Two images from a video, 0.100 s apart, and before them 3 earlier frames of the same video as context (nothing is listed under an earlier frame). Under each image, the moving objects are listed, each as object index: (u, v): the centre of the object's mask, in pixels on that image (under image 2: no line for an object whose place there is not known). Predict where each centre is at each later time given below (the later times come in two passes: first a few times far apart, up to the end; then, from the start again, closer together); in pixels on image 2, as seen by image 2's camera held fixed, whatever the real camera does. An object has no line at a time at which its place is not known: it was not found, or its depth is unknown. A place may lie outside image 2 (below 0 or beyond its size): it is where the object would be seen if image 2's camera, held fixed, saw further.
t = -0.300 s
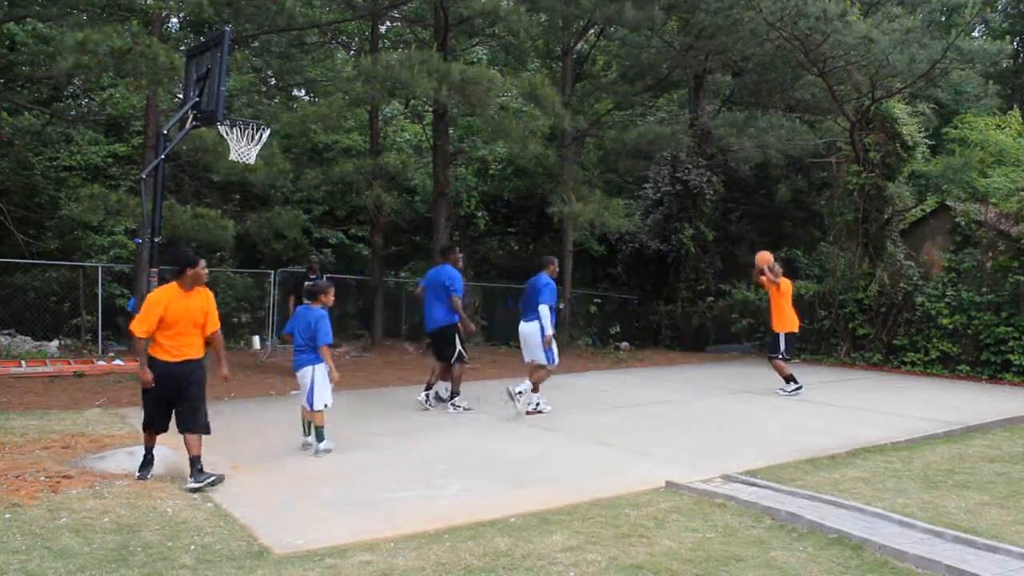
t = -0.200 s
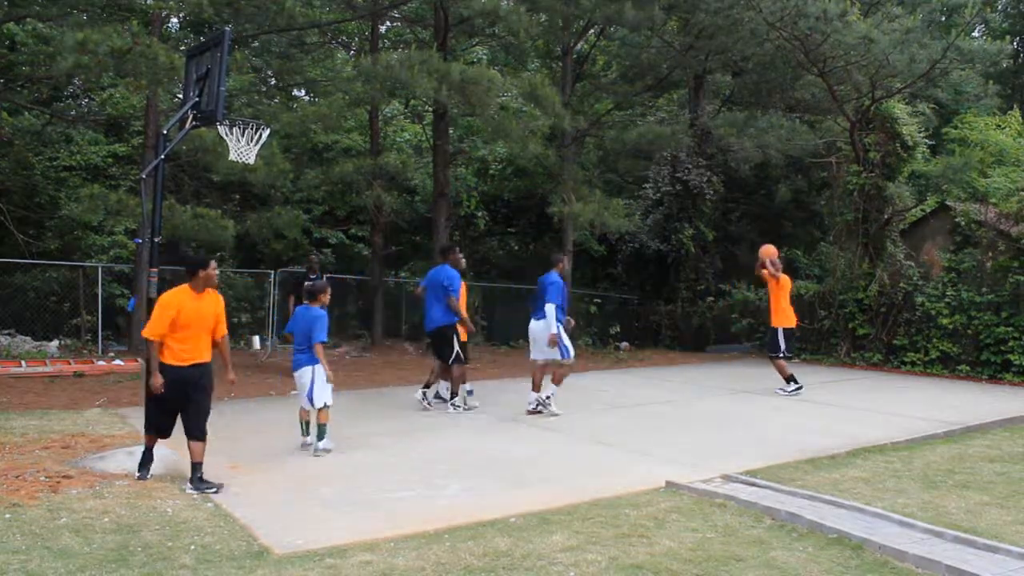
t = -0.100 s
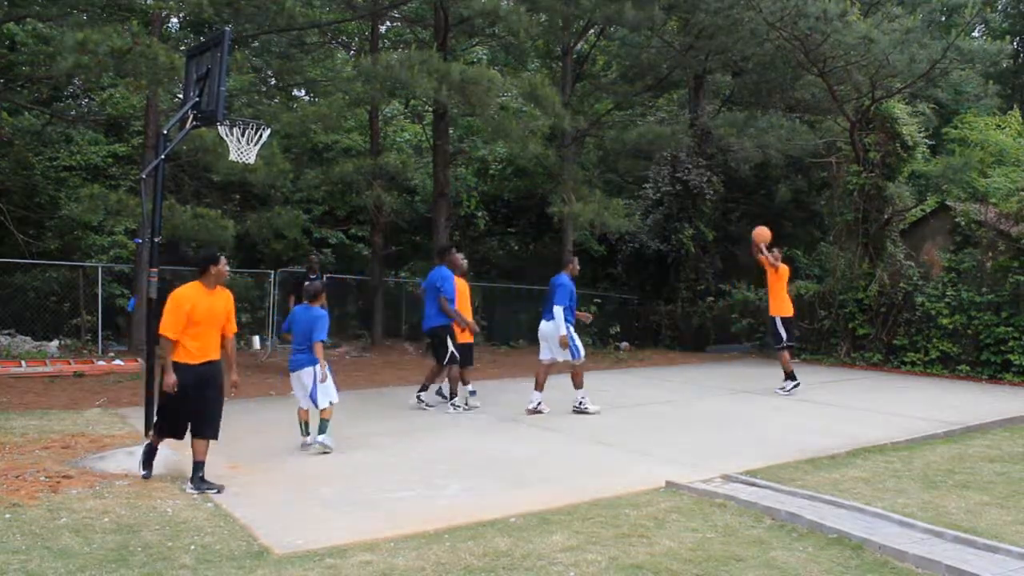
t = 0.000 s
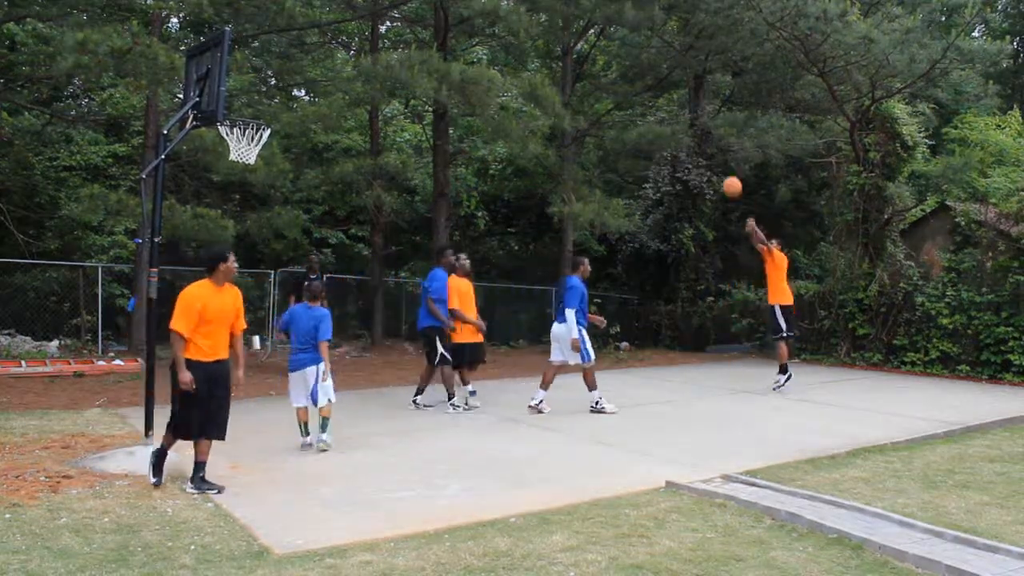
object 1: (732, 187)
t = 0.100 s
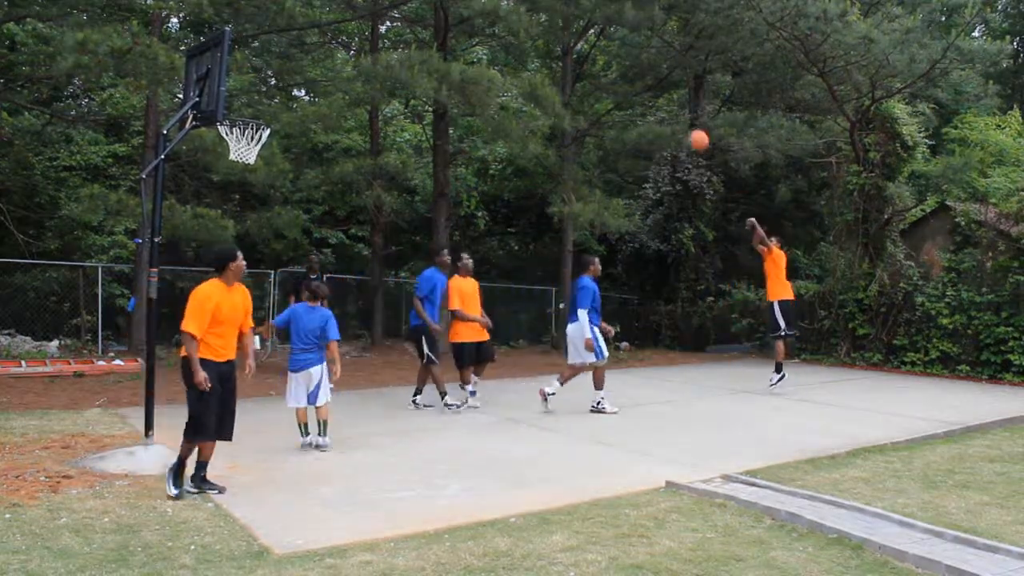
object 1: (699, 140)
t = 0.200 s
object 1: (663, 101)
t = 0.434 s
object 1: (572, 34)
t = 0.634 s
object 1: (487, 12)
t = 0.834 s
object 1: (393, 26)
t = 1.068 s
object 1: (269, 102)
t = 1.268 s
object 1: (217, 139)
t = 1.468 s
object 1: (215, 161)
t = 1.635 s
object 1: (214, 212)
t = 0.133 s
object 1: (687, 126)
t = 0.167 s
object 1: (675, 113)
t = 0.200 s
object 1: (663, 101)
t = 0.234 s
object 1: (650, 88)
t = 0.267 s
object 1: (638, 78)
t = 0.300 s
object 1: (625, 67)
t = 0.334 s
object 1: (612, 58)
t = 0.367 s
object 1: (599, 49)
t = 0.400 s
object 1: (586, 41)
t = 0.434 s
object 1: (572, 34)
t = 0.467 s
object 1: (560, 28)
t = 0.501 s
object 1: (546, 23)
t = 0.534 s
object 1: (531, 19)
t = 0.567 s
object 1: (517, 15)
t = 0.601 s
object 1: (502, 13)
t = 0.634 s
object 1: (487, 12)
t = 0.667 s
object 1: (472, 12)
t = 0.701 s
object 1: (457, 12)
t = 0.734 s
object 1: (441, 14)
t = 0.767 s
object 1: (425, 17)
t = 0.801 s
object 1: (409, 22)
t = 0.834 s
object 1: (393, 26)
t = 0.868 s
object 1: (376, 34)
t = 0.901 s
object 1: (358, 40)
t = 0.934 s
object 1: (341, 50)
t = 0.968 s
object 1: (323, 61)
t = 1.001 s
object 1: (306, 74)
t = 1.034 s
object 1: (288, 87)
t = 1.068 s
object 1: (269, 102)
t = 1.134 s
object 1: (230, 139)
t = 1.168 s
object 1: (217, 144)
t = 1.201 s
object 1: (217, 142)
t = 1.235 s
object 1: (217, 140)
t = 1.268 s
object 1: (217, 139)
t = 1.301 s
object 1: (217, 140)
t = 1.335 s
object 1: (217, 140)
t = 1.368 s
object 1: (216, 143)
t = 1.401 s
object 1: (216, 148)
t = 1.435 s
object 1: (216, 153)
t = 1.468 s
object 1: (215, 161)
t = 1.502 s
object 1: (215, 168)
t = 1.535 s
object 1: (214, 177)
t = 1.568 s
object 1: (214, 188)
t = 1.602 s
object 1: (214, 200)
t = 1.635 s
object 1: (214, 212)
